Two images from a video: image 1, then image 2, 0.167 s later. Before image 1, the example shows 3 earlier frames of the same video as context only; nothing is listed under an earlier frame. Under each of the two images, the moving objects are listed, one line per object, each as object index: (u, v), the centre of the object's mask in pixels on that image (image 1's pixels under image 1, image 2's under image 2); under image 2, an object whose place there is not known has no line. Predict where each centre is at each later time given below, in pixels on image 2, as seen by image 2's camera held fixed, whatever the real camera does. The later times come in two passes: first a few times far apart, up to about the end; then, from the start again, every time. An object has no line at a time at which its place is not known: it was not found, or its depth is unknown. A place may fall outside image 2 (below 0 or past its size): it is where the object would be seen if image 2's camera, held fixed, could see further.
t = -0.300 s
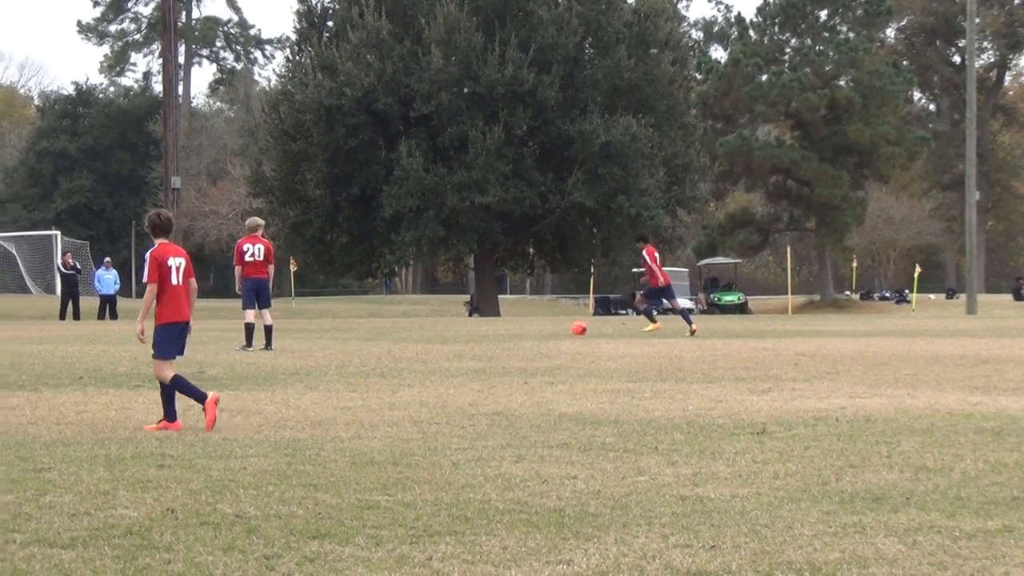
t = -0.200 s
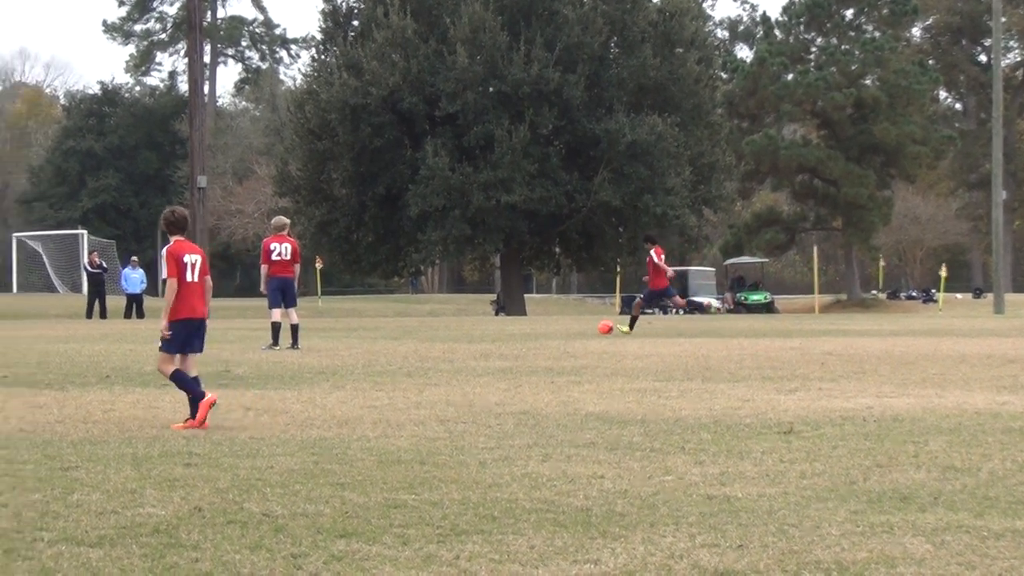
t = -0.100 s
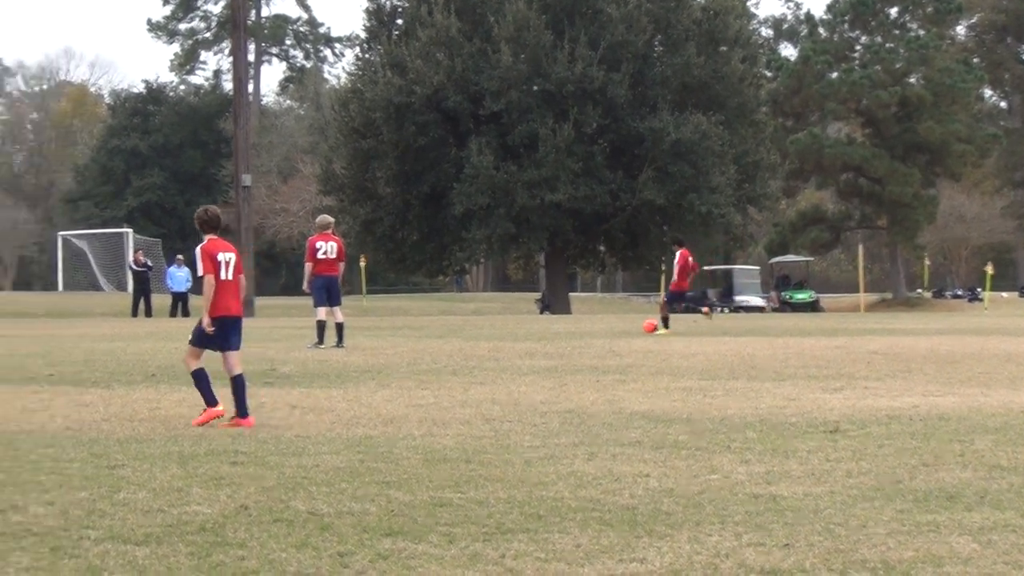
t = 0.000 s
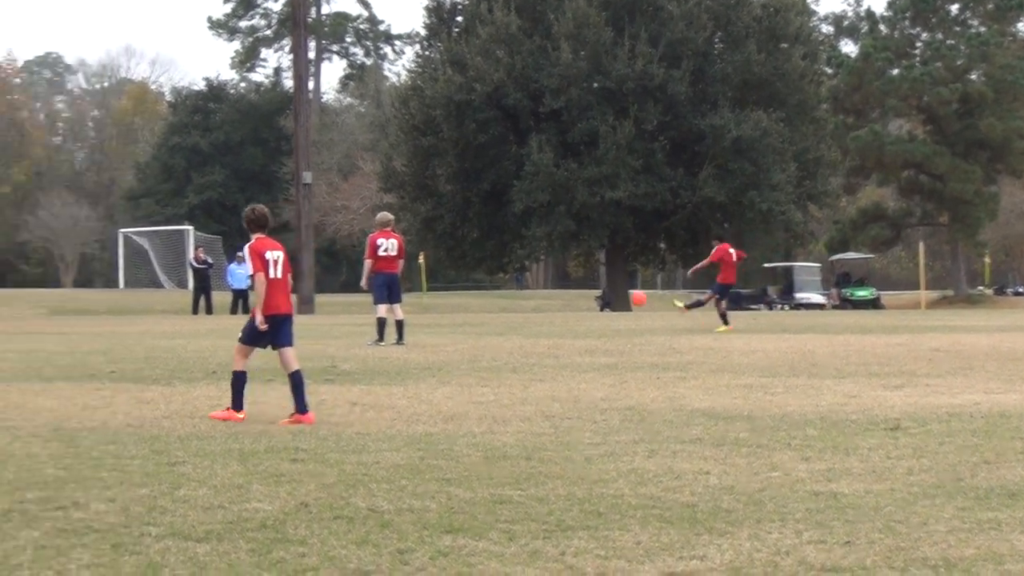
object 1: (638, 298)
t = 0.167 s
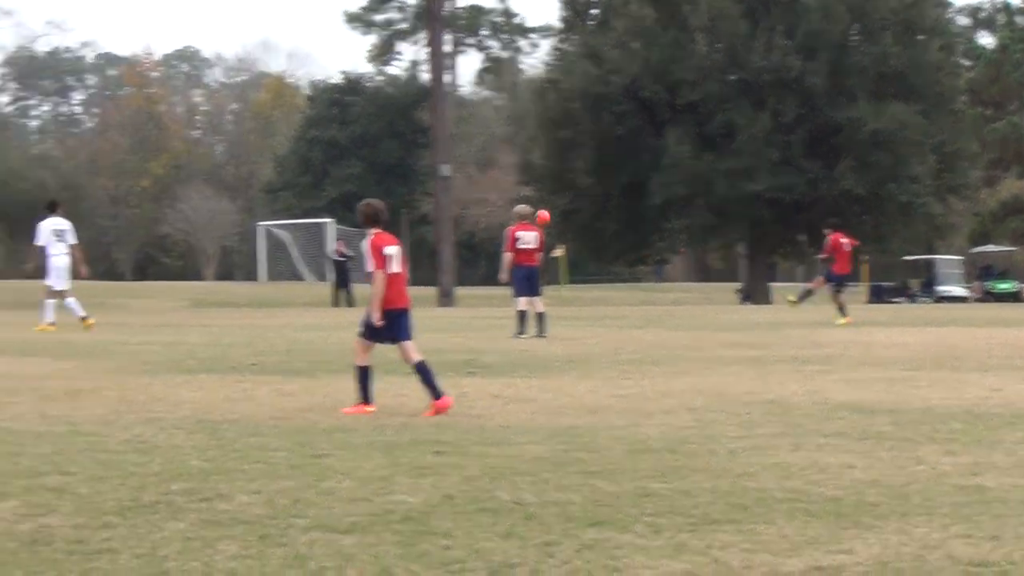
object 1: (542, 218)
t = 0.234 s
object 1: (459, 195)
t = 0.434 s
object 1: (195, 139)
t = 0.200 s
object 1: (500, 206)
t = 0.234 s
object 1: (459, 195)
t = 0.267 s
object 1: (415, 185)
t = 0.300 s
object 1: (374, 175)
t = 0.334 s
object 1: (330, 165)
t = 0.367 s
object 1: (284, 156)
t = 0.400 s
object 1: (240, 147)
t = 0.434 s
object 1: (195, 139)
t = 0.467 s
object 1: (149, 132)
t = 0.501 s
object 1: (103, 127)
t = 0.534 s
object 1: (57, 122)
